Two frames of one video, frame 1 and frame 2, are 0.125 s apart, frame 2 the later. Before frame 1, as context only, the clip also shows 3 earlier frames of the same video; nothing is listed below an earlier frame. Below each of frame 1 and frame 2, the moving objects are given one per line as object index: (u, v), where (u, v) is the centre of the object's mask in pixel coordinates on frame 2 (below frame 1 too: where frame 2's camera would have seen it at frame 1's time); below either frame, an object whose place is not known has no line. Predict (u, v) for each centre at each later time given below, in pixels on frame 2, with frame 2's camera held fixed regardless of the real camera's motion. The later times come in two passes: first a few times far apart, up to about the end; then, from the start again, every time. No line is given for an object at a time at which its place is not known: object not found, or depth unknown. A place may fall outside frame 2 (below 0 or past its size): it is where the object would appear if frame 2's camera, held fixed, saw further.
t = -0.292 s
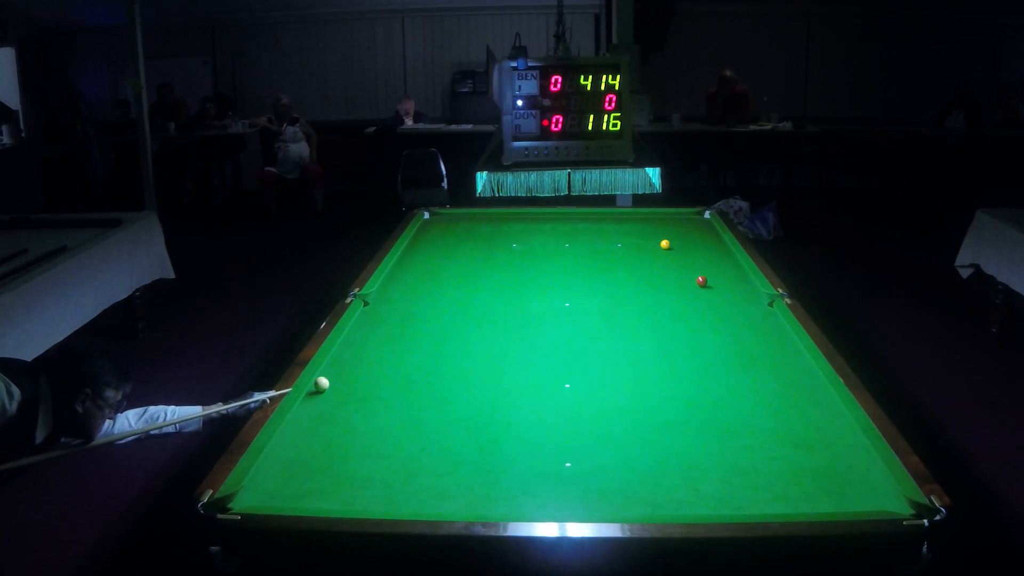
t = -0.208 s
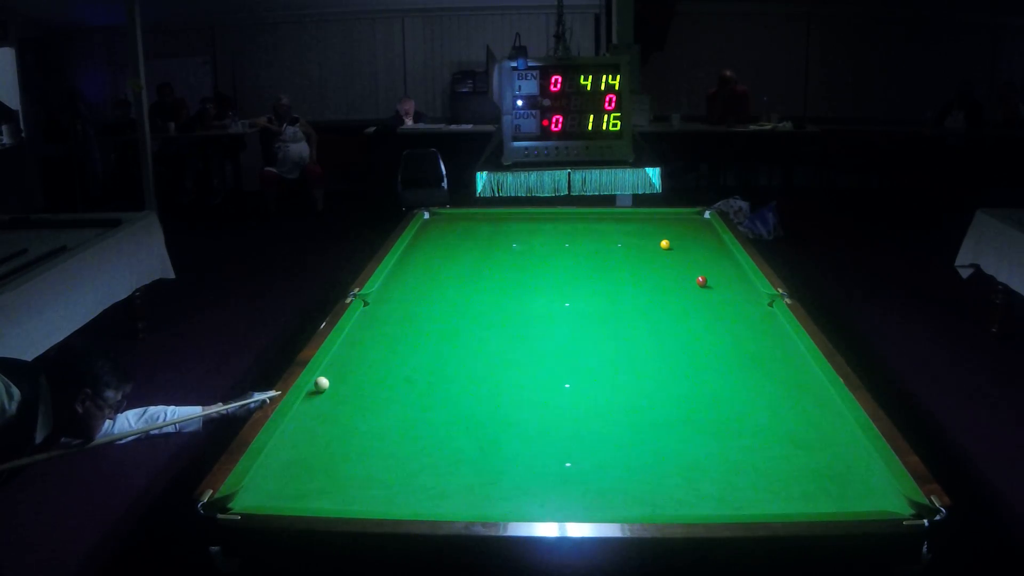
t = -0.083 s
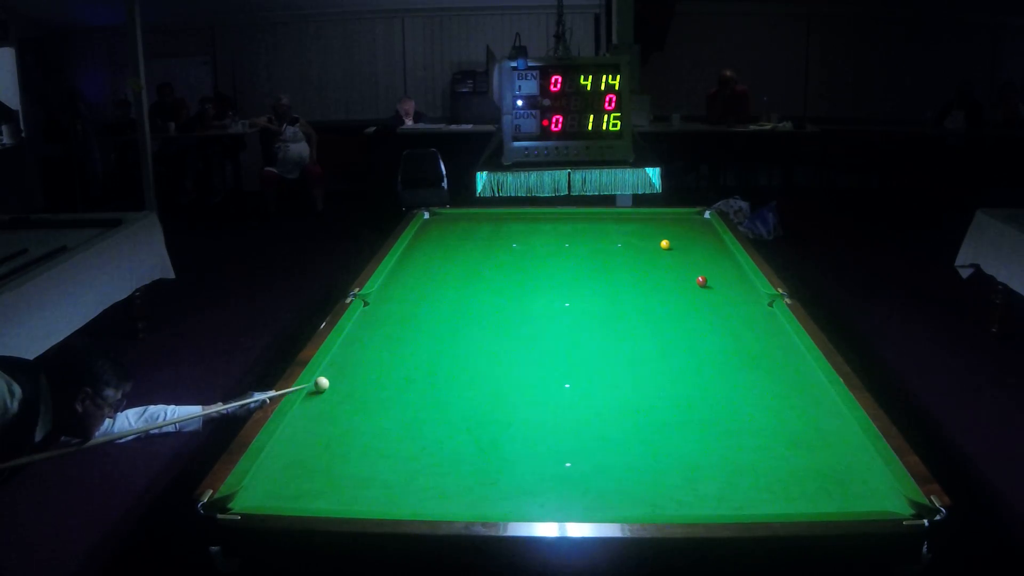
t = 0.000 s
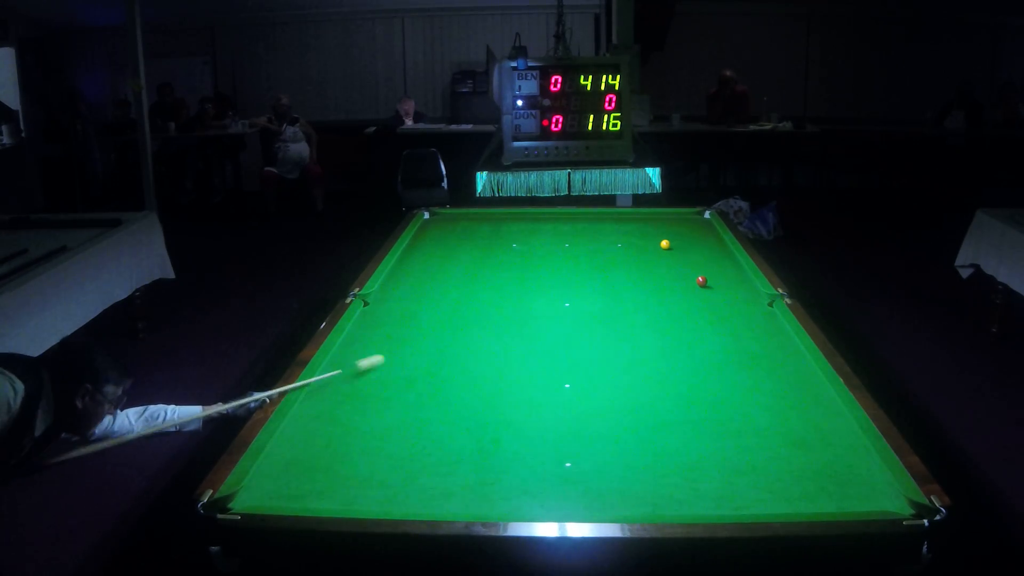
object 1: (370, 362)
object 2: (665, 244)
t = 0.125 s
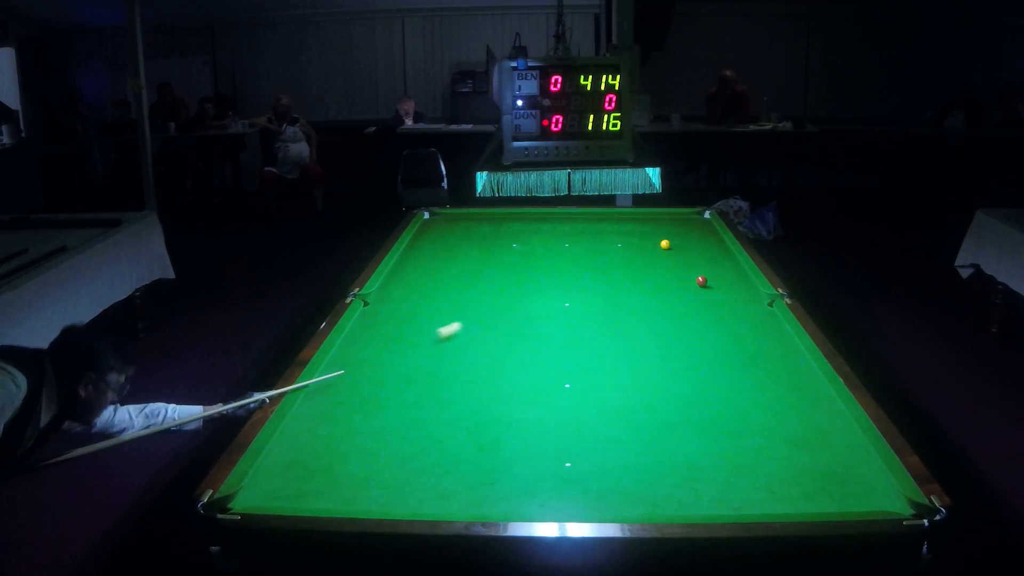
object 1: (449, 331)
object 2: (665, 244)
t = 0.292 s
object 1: (536, 294)
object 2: (665, 244)
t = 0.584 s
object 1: (647, 248)
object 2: (665, 245)
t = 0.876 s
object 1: (654, 216)
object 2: (705, 243)
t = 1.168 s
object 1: (683, 232)
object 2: (648, 241)
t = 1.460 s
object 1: (718, 254)
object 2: (594, 239)
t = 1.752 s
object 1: (740, 279)
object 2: (542, 238)
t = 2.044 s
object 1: (746, 307)
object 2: (492, 236)
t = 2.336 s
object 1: (751, 340)
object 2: (445, 235)
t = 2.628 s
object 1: (758, 380)
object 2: (428, 234)
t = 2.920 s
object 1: (765, 431)
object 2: (457, 233)
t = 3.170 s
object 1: (772, 486)
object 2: (480, 232)
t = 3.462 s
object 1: (745, 476)
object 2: (507, 231)
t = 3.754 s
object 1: (709, 435)
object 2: (531, 230)
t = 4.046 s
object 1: (679, 402)
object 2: (554, 230)
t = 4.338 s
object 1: (653, 376)
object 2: (574, 229)
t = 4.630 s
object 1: (632, 352)
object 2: (594, 229)
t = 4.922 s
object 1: (614, 334)
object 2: (611, 228)
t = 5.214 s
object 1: (597, 317)
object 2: (626, 228)
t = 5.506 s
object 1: (583, 303)
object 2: (640, 228)
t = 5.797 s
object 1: (571, 290)
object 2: (652, 227)
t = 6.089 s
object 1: (560, 279)
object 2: (663, 227)
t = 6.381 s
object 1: (550, 270)
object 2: (672, 227)
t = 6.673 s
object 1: (542, 261)
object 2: (679, 227)
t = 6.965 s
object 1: (534, 253)
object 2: (684, 226)
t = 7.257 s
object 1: (527, 247)
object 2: (688, 226)
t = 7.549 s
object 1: (520, 241)
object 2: (691, 226)
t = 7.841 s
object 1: (515, 236)
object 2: (692, 226)
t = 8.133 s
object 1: (510, 231)
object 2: (693, 226)
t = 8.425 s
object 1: (505, 227)
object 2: (693, 226)
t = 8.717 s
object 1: (501, 224)
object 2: (693, 226)
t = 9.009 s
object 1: (498, 221)
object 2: (693, 226)
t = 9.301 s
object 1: (495, 218)
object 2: (693, 226)
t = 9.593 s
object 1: (492, 216)
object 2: (692, 226)
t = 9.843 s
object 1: (490, 214)
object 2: (692, 226)
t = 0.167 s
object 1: (473, 320)
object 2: (665, 244)
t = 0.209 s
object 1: (495, 311)
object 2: (665, 244)
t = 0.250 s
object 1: (516, 302)
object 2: (665, 244)
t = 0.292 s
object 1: (536, 294)
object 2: (665, 244)
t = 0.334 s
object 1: (554, 287)
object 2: (665, 244)
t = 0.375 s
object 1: (572, 279)
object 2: (665, 244)
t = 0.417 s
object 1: (588, 272)
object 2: (665, 245)
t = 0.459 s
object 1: (604, 266)
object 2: (665, 244)
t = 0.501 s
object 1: (619, 259)
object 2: (665, 244)
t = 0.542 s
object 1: (634, 253)
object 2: (665, 244)
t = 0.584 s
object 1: (647, 248)
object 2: (665, 245)
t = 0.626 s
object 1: (655, 242)
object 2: (670, 244)
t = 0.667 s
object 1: (653, 238)
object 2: (684, 244)
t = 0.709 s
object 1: (652, 233)
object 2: (697, 244)
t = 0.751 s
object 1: (651, 228)
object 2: (710, 243)
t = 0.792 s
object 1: (652, 224)
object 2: (721, 243)
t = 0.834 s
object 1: (653, 220)
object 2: (715, 243)
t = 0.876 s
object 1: (654, 216)
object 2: (705, 243)
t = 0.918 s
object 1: (655, 213)
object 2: (696, 242)
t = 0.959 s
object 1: (660, 216)
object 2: (688, 242)
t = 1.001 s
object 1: (664, 219)
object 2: (680, 242)
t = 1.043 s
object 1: (669, 222)
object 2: (672, 241)
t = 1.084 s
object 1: (674, 225)
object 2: (664, 241)
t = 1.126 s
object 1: (679, 229)
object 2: (656, 241)
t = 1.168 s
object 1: (683, 232)
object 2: (648, 241)
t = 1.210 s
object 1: (688, 234)
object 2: (640, 240)
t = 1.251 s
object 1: (693, 237)
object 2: (632, 240)
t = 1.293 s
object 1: (698, 241)
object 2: (624, 240)
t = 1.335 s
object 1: (703, 244)
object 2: (616, 240)
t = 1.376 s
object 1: (708, 247)
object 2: (609, 240)
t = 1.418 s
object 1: (713, 250)
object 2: (601, 239)
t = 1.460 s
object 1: (718, 254)
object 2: (594, 239)
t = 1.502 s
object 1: (724, 257)
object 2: (586, 239)
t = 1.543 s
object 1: (730, 261)
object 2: (578, 238)
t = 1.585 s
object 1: (736, 265)
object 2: (571, 239)
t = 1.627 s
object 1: (739, 268)
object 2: (564, 238)
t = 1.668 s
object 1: (739, 272)
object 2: (556, 238)
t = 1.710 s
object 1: (740, 275)
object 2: (549, 238)
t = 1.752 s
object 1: (740, 279)
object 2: (542, 238)
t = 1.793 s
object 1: (741, 282)
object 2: (534, 237)
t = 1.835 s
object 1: (742, 286)
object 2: (527, 237)
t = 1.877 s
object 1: (743, 290)
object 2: (520, 237)
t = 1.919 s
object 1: (743, 294)
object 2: (513, 237)
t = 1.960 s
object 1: (744, 298)
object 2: (506, 237)
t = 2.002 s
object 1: (745, 302)
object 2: (499, 236)
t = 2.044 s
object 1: (746, 307)
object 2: (492, 236)
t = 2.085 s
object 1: (746, 311)
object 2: (485, 236)
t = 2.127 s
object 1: (747, 316)
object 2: (479, 236)
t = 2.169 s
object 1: (748, 320)
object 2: (472, 236)
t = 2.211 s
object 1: (749, 325)
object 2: (466, 236)
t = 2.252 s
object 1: (749, 330)
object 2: (459, 236)
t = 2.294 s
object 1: (750, 335)
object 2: (452, 235)
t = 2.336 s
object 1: (751, 340)
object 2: (445, 235)
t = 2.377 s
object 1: (752, 345)
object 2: (439, 235)
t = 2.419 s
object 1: (753, 350)
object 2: (433, 235)
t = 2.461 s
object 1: (754, 356)
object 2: (427, 235)
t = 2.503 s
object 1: (755, 362)
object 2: (420, 234)
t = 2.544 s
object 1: (756, 368)
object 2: (418, 234)
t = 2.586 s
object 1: (757, 375)
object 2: (424, 234)
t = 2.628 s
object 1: (758, 380)
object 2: (428, 234)
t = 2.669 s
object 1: (759, 387)
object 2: (432, 234)
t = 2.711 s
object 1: (760, 394)
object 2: (437, 234)
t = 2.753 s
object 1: (761, 401)
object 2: (441, 233)
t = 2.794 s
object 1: (762, 408)
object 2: (445, 233)
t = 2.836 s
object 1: (763, 415)
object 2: (449, 233)
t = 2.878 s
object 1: (764, 423)
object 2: (453, 233)
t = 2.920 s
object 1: (765, 431)
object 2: (457, 233)
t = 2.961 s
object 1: (767, 440)
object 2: (461, 233)
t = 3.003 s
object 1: (768, 449)
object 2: (465, 233)
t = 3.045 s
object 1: (769, 457)
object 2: (469, 233)
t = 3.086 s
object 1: (770, 466)
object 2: (473, 233)
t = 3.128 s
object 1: (771, 476)
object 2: (477, 232)
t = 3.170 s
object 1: (772, 486)
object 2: (480, 232)
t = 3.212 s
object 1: (774, 498)
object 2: (484, 232)
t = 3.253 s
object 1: (775, 504)
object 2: (488, 232)
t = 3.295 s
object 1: (771, 504)
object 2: (492, 232)
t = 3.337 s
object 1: (763, 497)
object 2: (496, 232)
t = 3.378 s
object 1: (757, 489)
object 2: (499, 231)
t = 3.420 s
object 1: (751, 482)
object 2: (503, 231)
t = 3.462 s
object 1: (745, 476)
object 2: (507, 231)
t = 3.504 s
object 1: (740, 469)
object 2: (510, 231)
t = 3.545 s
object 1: (734, 463)
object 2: (514, 231)
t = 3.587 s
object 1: (729, 457)
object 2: (517, 231)
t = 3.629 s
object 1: (723, 451)
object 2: (521, 231)
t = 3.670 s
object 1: (719, 446)
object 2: (524, 231)
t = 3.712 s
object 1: (714, 441)
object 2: (527, 231)
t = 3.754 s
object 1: (709, 435)
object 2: (531, 230)
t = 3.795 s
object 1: (704, 430)
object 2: (534, 230)
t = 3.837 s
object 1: (700, 425)
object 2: (538, 230)
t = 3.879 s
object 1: (695, 421)
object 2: (541, 230)
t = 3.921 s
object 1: (691, 416)
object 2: (544, 230)
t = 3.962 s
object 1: (687, 411)
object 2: (547, 230)
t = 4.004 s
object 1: (683, 407)
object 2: (550, 230)
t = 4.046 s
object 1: (679, 402)
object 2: (554, 230)
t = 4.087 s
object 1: (675, 398)
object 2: (557, 230)
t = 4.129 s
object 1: (671, 394)
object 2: (560, 230)
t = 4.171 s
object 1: (667, 390)
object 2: (563, 230)
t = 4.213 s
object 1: (664, 386)
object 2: (566, 230)
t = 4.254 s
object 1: (660, 382)
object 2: (569, 229)
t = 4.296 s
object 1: (657, 379)
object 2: (571, 229)
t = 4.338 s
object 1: (653, 376)
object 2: (574, 229)
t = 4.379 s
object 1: (650, 372)
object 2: (577, 229)
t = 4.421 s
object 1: (647, 369)
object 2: (580, 229)
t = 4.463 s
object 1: (644, 365)
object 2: (583, 229)
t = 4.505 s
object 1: (641, 362)
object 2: (586, 229)
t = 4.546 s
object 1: (638, 359)
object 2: (588, 229)
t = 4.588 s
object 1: (635, 356)
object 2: (591, 229)
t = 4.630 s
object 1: (632, 352)
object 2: (594, 229)
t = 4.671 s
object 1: (629, 349)
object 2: (596, 229)
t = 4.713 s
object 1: (626, 347)
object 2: (599, 229)
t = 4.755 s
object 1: (623, 344)
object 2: (601, 229)
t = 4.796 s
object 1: (621, 341)
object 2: (604, 229)
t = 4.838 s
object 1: (618, 339)
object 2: (606, 228)
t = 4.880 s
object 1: (616, 336)
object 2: (608, 228)
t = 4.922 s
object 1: (614, 334)
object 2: (611, 228)
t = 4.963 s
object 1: (611, 331)
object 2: (613, 228)
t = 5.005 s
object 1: (609, 328)
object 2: (615, 228)
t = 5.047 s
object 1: (606, 326)
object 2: (618, 228)
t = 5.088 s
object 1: (604, 324)
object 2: (620, 228)
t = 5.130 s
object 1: (602, 321)
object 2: (622, 228)
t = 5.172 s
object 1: (599, 319)
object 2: (624, 228)
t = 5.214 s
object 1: (597, 317)
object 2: (626, 228)
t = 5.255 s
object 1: (595, 315)
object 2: (628, 228)
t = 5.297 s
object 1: (593, 313)
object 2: (630, 228)
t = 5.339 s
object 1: (591, 311)
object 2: (633, 228)
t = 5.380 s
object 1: (589, 308)
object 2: (635, 228)
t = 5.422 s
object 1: (587, 306)
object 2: (636, 228)
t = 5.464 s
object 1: (585, 305)
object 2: (638, 228)
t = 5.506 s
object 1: (583, 303)
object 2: (640, 228)
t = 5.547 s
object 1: (581, 301)
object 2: (642, 228)
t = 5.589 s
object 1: (579, 299)
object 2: (644, 228)
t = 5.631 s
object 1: (578, 297)
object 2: (646, 228)
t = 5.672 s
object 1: (576, 295)
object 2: (647, 227)
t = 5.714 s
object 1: (574, 294)
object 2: (649, 227)
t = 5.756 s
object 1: (573, 292)
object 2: (651, 227)
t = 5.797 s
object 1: (571, 290)
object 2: (652, 227)
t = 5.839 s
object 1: (569, 288)
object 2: (654, 227)
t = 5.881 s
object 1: (568, 287)
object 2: (655, 227)
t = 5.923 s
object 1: (566, 285)
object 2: (657, 227)
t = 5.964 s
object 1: (565, 284)
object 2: (659, 227)
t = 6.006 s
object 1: (563, 282)
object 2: (660, 227)
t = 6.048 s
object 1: (561, 281)
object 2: (661, 227)
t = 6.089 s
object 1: (560, 279)
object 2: (663, 227)
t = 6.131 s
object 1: (559, 278)
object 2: (664, 227)
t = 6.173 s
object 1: (557, 276)
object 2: (665, 227)
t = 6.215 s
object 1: (556, 275)
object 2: (667, 227)
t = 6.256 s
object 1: (554, 273)
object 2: (668, 227)
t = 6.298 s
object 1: (553, 272)
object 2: (669, 227)
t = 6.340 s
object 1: (552, 271)
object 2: (670, 227)
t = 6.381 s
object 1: (550, 270)
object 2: (672, 227)
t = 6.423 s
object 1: (549, 268)
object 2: (673, 227)
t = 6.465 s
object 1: (548, 267)
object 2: (674, 227)
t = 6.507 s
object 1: (547, 266)
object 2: (675, 227)
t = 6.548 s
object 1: (545, 265)
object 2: (676, 227)
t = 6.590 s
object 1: (544, 263)
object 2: (677, 227)
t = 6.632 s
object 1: (543, 262)
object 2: (678, 227)
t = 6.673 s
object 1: (542, 261)
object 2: (679, 227)
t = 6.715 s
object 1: (540, 260)
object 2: (680, 227)
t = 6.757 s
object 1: (539, 259)
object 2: (680, 227)
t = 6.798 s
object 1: (538, 258)
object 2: (681, 227)
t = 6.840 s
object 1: (537, 257)
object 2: (682, 227)
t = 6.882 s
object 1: (536, 255)
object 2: (683, 227)
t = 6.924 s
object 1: (535, 254)
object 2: (684, 227)
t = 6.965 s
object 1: (534, 253)
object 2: (684, 226)
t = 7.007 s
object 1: (533, 252)
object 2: (685, 226)
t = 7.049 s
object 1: (532, 251)
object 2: (686, 226)
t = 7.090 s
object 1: (531, 251)
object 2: (686, 227)
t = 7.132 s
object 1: (529, 250)
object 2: (687, 226)
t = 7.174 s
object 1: (529, 249)
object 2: (687, 226)
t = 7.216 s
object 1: (527, 248)
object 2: (688, 226)
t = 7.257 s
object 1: (527, 247)
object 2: (688, 226)
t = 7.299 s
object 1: (526, 246)
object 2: (689, 226)
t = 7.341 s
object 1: (525, 245)
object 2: (689, 226)
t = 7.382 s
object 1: (524, 244)
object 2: (690, 226)
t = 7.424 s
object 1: (523, 243)
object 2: (690, 226)
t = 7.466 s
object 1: (522, 243)
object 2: (690, 226)
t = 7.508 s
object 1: (521, 242)
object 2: (691, 226)
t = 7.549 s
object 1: (520, 241)
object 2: (691, 226)
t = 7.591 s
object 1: (520, 240)
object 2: (691, 226)
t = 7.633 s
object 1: (519, 239)
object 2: (692, 226)
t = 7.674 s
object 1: (518, 239)
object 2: (692, 226)
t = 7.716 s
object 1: (517, 238)
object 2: (692, 226)
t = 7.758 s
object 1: (516, 237)
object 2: (692, 226)
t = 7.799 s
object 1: (516, 236)
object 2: (692, 226)
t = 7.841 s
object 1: (515, 236)
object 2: (692, 226)
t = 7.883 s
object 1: (514, 235)
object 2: (693, 226)
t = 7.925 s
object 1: (513, 234)
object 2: (693, 226)
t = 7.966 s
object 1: (513, 234)
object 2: (693, 226)
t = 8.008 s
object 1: (512, 233)
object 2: (693, 226)
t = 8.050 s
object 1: (511, 232)
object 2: (693, 226)
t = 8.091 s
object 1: (510, 232)
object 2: (693, 226)
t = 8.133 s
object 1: (510, 231)
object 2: (693, 226)
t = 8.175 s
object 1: (509, 231)
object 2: (693, 226)
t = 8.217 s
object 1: (508, 230)
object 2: (693, 226)
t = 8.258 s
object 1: (508, 229)
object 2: (693, 226)
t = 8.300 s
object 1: (507, 229)
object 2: (693, 226)
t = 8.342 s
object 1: (506, 228)
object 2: (693, 226)
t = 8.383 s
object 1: (506, 228)
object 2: (693, 226)
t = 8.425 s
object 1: (505, 227)
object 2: (693, 226)
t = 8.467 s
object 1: (505, 227)
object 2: (693, 226)
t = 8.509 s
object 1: (504, 226)
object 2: (693, 226)
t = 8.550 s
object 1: (503, 226)
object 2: (693, 226)
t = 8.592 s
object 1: (503, 225)
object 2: (693, 226)
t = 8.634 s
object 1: (502, 225)
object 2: (692, 226)
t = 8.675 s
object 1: (502, 224)
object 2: (693, 226)
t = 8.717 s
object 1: (501, 224)
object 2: (693, 226)
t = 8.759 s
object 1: (501, 223)
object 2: (693, 226)
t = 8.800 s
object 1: (500, 223)
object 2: (693, 226)
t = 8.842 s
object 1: (500, 222)
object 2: (693, 226)
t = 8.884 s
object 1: (499, 222)
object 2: (693, 226)
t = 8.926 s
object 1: (499, 222)
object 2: (693, 226)
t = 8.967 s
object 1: (498, 221)
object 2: (693, 226)
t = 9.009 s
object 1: (498, 221)
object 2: (693, 226)
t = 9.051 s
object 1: (497, 220)
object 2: (693, 226)
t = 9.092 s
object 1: (497, 220)
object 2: (692, 226)
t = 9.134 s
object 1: (496, 219)
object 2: (692, 226)
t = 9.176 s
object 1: (496, 219)
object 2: (692, 226)
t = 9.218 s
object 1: (495, 219)
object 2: (692, 226)
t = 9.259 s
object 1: (495, 218)
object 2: (692, 226)
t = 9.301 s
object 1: (495, 218)
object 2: (693, 226)
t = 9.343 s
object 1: (494, 218)
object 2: (693, 226)
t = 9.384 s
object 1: (494, 217)
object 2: (693, 226)
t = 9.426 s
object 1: (493, 217)
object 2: (692, 226)
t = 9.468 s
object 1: (493, 216)
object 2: (692, 226)
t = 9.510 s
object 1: (493, 216)
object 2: (692, 226)
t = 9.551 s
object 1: (492, 216)
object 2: (692, 226)
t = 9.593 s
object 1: (492, 216)
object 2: (692, 226)
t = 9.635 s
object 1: (491, 215)
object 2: (692, 226)
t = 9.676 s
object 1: (491, 215)
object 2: (692, 226)
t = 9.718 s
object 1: (491, 215)
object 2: (693, 226)
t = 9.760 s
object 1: (491, 215)
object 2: (692, 226)
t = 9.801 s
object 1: (490, 214)
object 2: (692, 226)
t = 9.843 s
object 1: (490, 214)
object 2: (692, 226)
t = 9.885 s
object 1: (490, 214)
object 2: (693, 226)
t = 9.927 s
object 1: (489, 213)
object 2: (693, 226)
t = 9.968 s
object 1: (489, 213)
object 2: (692, 226)
